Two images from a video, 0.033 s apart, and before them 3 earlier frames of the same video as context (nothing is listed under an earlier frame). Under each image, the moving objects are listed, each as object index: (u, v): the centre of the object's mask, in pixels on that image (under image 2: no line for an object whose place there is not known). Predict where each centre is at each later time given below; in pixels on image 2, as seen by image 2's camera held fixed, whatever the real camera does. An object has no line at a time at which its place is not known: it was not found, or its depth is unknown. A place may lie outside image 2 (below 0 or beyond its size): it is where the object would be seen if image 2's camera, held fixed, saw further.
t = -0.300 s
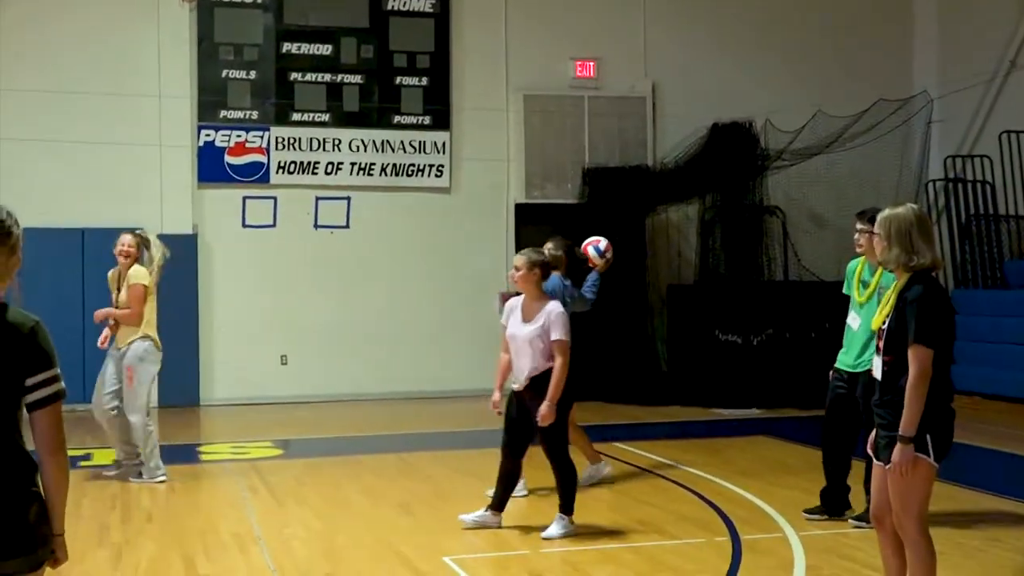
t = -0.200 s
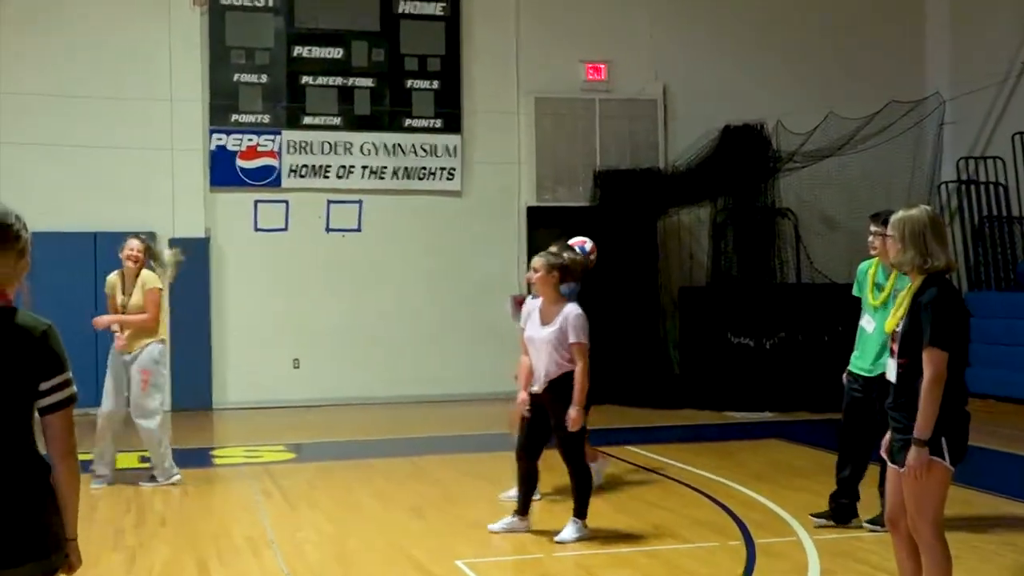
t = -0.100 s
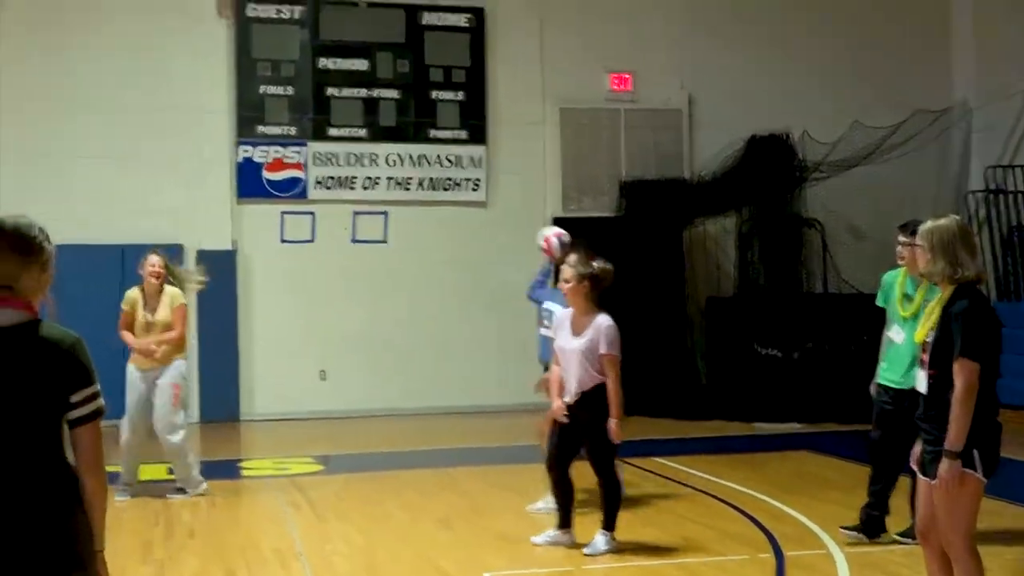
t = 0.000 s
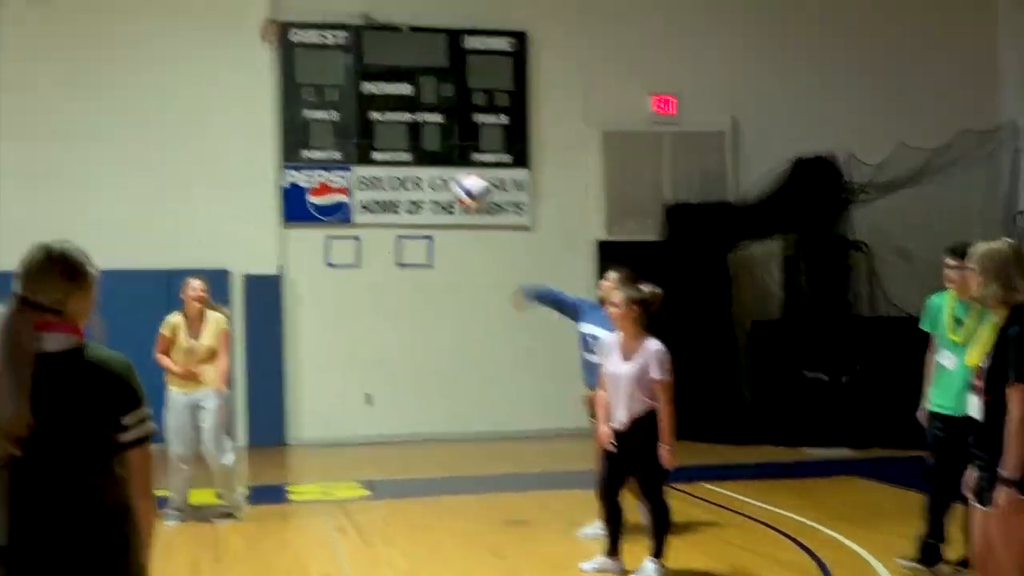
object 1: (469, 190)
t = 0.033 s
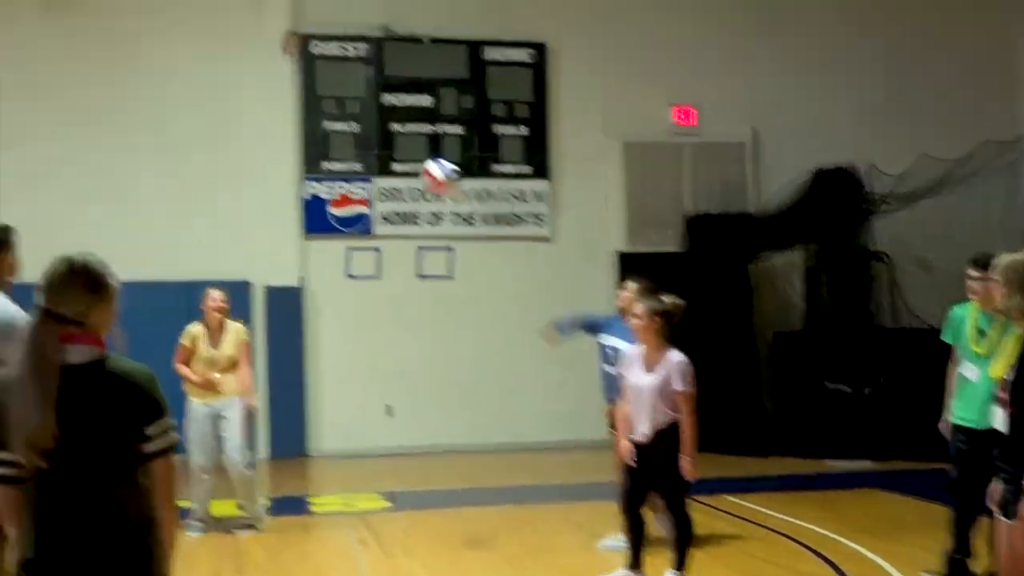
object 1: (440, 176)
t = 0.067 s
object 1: (387, 151)
